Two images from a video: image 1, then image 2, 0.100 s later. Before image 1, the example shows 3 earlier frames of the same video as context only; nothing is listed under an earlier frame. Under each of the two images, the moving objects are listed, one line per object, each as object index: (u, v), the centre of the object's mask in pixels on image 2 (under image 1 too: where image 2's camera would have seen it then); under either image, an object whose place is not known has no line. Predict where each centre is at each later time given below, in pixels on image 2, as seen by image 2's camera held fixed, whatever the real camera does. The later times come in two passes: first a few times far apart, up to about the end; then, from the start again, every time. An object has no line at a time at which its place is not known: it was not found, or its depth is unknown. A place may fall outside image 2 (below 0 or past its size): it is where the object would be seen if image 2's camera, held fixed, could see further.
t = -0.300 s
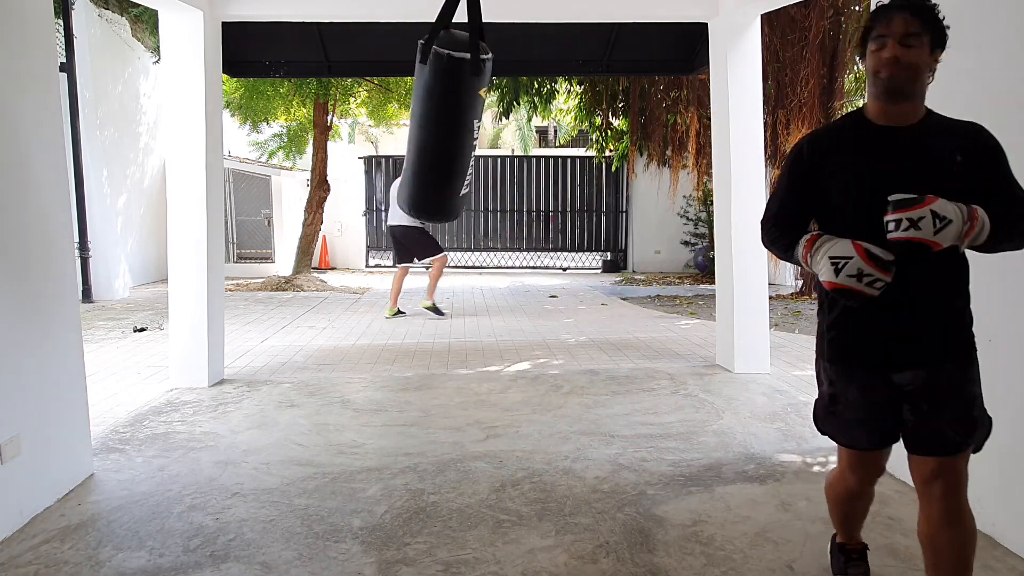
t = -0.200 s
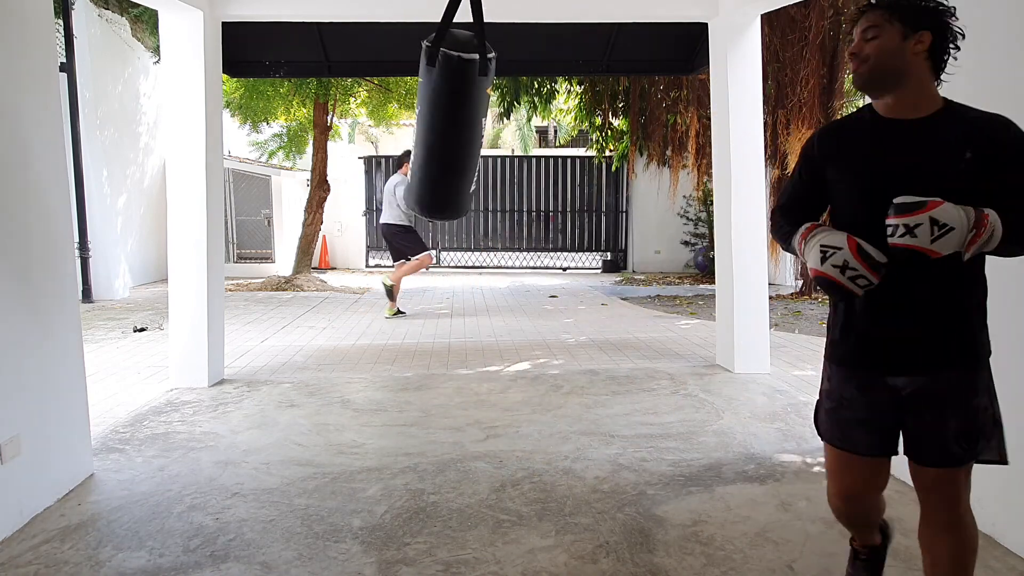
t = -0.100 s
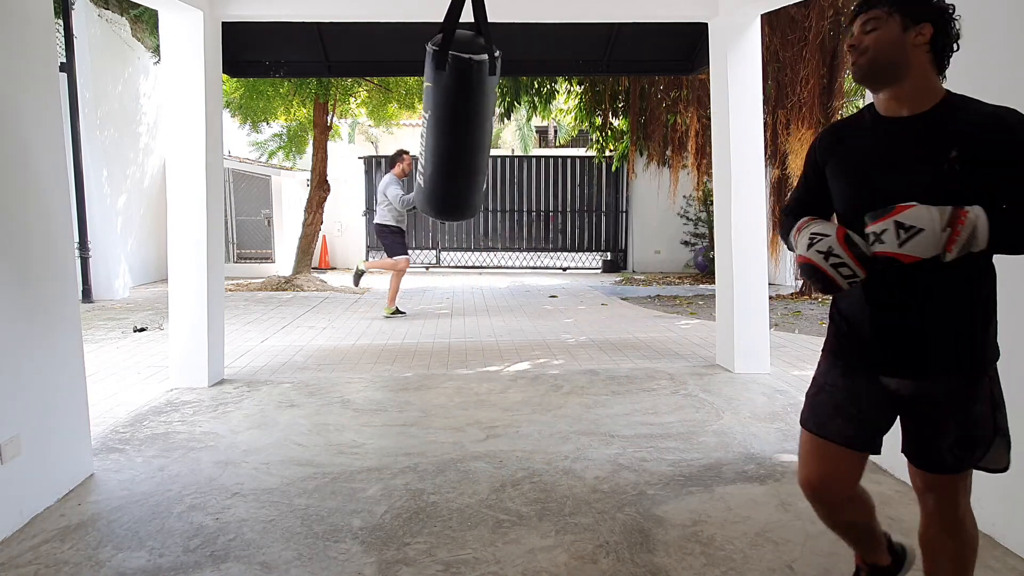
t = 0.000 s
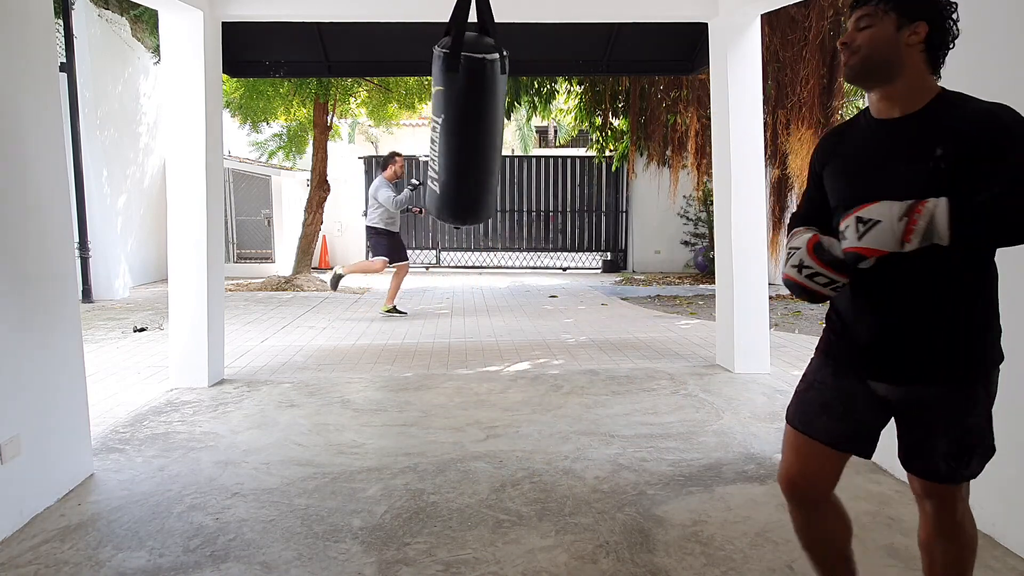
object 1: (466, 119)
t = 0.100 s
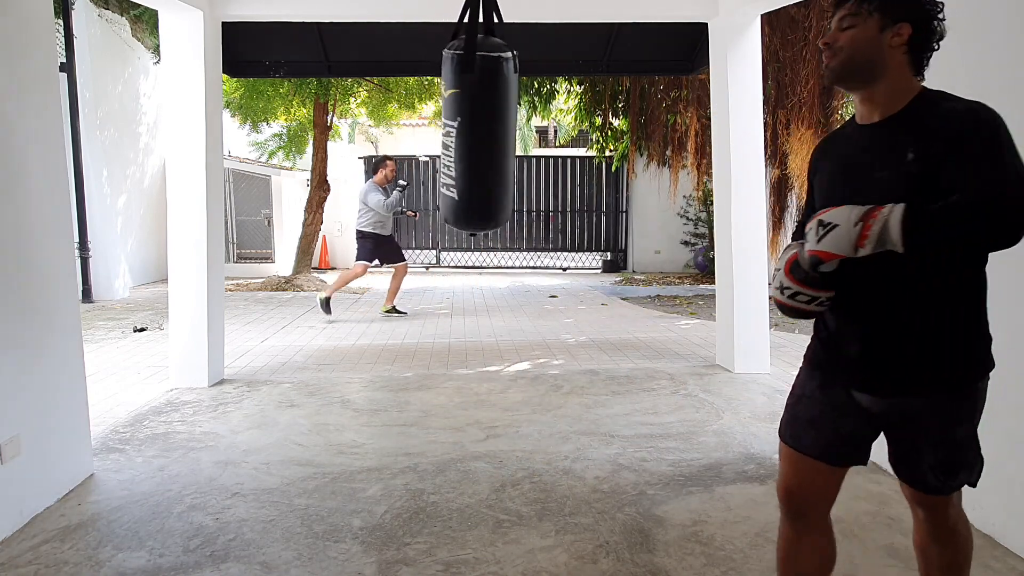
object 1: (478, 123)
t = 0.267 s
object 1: (500, 133)
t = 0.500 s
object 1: (528, 130)
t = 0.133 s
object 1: (482, 124)
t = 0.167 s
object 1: (486, 126)
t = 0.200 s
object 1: (490, 128)
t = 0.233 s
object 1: (495, 129)
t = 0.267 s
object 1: (500, 133)
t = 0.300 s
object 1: (505, 135)
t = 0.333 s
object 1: (509, 136)
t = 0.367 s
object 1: (513, 136)
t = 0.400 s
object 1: (517, 135)
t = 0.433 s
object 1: (521, 133)
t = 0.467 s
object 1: (525, 132)
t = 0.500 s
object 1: (528, 130)
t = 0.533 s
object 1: (532, 129)
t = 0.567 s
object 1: (534, 127)
